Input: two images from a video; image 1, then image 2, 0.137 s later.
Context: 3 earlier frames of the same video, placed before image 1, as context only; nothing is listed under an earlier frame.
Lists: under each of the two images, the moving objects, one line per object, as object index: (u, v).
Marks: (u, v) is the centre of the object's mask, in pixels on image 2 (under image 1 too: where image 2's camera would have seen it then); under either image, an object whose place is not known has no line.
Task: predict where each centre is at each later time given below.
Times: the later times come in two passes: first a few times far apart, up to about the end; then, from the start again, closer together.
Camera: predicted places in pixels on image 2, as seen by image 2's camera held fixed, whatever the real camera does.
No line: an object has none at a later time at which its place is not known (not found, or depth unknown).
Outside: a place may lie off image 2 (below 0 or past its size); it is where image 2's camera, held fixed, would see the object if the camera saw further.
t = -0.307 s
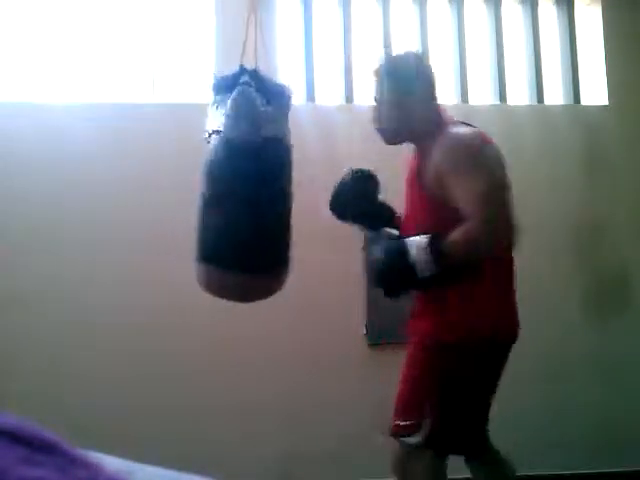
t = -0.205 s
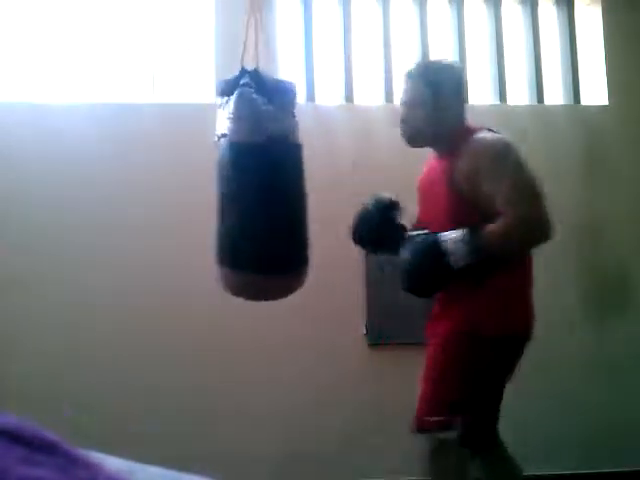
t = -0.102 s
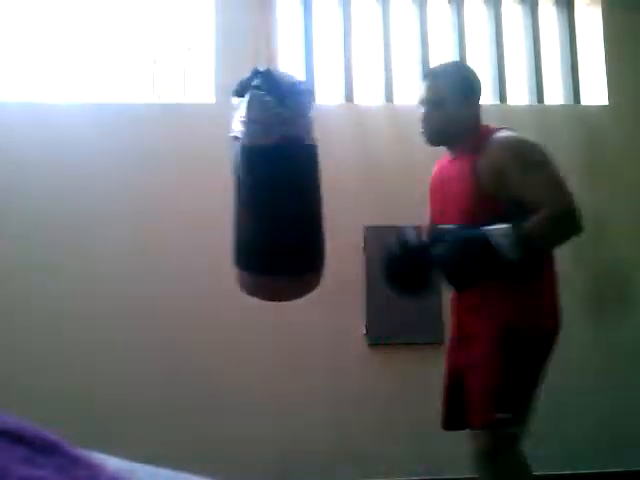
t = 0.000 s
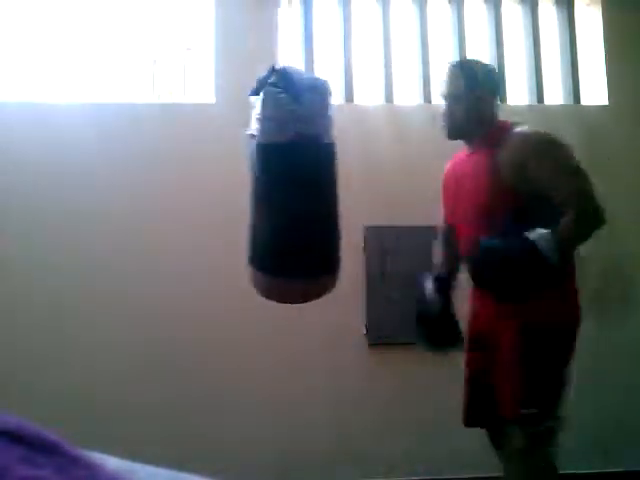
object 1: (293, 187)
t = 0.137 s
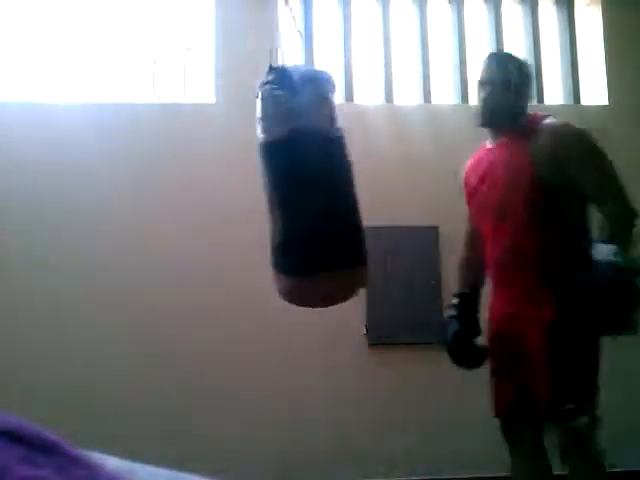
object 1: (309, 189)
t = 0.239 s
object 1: (319, 187)
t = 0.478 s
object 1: (328, 177)
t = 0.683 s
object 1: (313, 164)
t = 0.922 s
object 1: (266, 159)
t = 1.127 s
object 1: (227, 162)
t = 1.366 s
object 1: (206, 178)
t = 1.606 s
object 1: (218, 188)
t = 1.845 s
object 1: (247, 191)
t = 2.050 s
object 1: (275, 189)
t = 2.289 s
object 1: (305, 189)
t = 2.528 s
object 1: (323, 189)
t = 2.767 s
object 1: (318, 179)
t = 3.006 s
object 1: (285, 163)
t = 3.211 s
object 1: (244, 159)
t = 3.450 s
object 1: (208, 164)
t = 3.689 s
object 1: (207, 179)
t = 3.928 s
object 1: (231, 189)
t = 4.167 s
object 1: (266, 191)
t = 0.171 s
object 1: (312, 188)
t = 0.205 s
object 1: (315, 188)
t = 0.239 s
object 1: (319, 187)
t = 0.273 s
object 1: (322, 187)
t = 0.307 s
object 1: (325, 185)
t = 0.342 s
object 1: (328, 184)
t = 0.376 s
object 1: (330, 182)
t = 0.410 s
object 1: (330, 181)
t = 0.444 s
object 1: (330, 179)
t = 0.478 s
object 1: (328, 177)
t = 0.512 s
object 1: (327, 175)
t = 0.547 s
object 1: (326, 173)
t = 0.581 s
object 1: (324, 172)
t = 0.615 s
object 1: (321, 170)
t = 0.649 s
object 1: (318, 167)
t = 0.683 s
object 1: (313, 164)
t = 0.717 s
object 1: (308, 162)
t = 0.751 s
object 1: (301, 161)
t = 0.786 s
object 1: (295, 159)
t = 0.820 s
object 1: (287, 158)
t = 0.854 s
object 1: (281, 159)
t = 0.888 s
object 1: (273, 158)
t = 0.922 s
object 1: (266, 159)
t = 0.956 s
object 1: (259, 159)
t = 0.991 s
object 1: (253, 160)
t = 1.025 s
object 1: (245, 161)
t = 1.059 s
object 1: (239, 161)
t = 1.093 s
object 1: (232, 161)
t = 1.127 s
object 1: (227, 162)
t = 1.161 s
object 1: (222, 163)
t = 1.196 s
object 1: (217, 166)
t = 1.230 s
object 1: (214, 169)
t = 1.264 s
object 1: (211, 170)
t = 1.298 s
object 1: (209, 173)
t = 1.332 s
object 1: (207, 175)
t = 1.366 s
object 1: (206, 178)
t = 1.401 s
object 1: (206, 179)
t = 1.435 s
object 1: (206, 181)
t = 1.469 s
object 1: (208, 183)
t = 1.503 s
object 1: (210, 184)
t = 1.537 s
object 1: (212, 186)
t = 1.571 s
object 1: (215, 188)
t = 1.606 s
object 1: (218, 188)
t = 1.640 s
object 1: (221, 189)
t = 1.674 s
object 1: (225, 190)
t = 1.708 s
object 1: (228, 191)
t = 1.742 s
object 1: (233, 192)
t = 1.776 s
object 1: (237, 192)
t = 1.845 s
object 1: (247, 191)
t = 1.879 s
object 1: (252, 191)
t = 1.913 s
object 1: (256, 190)
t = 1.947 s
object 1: (261, 190)
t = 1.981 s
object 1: (265, 190)
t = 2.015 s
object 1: (270, 189)
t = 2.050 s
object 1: (275, 189)
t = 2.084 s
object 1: (279, 189)
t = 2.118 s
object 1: (284, 189)
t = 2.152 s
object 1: (289, 189)
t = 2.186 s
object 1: (293, 189)
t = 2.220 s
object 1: (297, 189)
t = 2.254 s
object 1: (301, 189)
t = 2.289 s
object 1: (305, 189)
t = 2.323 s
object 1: (308, 189)
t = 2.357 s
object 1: (311, 189)
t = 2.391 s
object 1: (314, 189)
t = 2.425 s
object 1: (317, 189)
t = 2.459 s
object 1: (319, 188)
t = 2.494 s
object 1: (321, 189)
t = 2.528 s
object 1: (323, 189)
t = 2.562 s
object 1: (323, 188)
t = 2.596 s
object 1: (324, 187)
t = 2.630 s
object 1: (323, 186)
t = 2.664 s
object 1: (323, 184)
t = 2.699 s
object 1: (322, 183)
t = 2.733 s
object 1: (320, 181)
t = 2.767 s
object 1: (318, 179)
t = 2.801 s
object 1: (315, 177)
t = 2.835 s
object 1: (312, 174)
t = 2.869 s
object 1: (307, 172)
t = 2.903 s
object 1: (303, 169)
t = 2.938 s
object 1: (297, 167)
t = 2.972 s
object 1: (292, 165)
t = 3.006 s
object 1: (285, 163)
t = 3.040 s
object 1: (279, 162)
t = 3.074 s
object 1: (272, 161)
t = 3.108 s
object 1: (265, 160)
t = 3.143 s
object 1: (257, 160)
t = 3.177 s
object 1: (251, 160)
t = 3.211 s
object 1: (244, 159)
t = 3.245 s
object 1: (237, 160)
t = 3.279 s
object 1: (231, 160)
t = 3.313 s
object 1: (225, 160)
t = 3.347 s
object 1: (219, 161)
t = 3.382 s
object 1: (215, 161)
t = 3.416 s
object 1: (211, 162)
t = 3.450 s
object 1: (208, 164)
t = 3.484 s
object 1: (206, 165)
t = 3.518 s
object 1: (204, 168)
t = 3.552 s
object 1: (203, 170)
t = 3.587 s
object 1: (203, 172)
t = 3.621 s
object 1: (203, 174)
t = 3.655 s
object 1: (205, 177)
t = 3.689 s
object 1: (207, 179)
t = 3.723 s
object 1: (209, 181)
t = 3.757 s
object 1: (212, 182)
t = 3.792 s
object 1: (215, 184)
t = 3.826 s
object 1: (218, 186)
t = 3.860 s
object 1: (223, 187)
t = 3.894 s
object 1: (227, 188)
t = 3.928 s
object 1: (231, 189)
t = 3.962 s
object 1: (236, 191)
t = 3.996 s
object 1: (241, 190)
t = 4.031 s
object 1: (246, 191)
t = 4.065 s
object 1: (251, 191)
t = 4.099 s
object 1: (256, 191)
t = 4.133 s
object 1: (261, 191)
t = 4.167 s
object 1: (266, 191)
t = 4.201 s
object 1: (271, 190)
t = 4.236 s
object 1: (276, 190)
